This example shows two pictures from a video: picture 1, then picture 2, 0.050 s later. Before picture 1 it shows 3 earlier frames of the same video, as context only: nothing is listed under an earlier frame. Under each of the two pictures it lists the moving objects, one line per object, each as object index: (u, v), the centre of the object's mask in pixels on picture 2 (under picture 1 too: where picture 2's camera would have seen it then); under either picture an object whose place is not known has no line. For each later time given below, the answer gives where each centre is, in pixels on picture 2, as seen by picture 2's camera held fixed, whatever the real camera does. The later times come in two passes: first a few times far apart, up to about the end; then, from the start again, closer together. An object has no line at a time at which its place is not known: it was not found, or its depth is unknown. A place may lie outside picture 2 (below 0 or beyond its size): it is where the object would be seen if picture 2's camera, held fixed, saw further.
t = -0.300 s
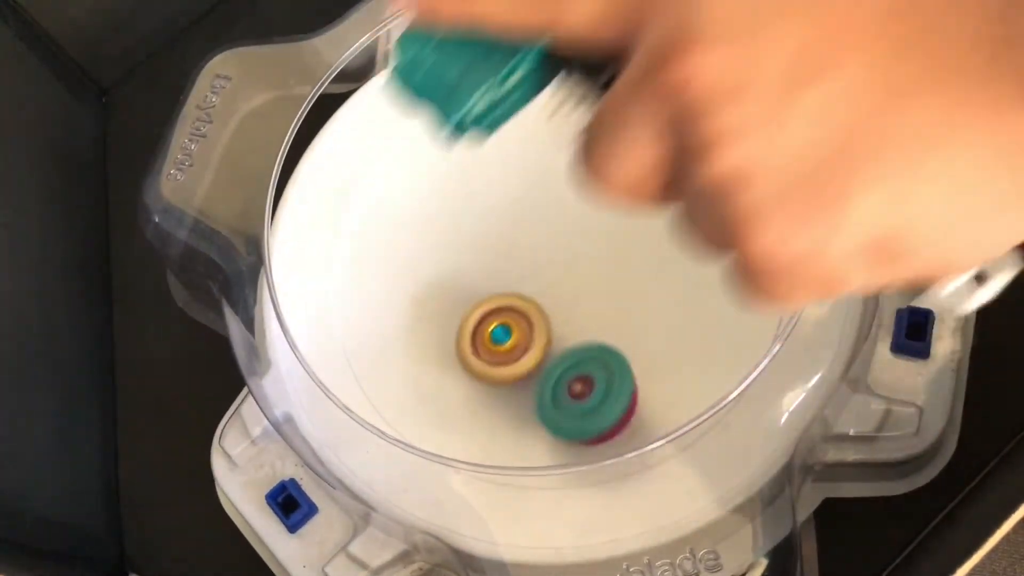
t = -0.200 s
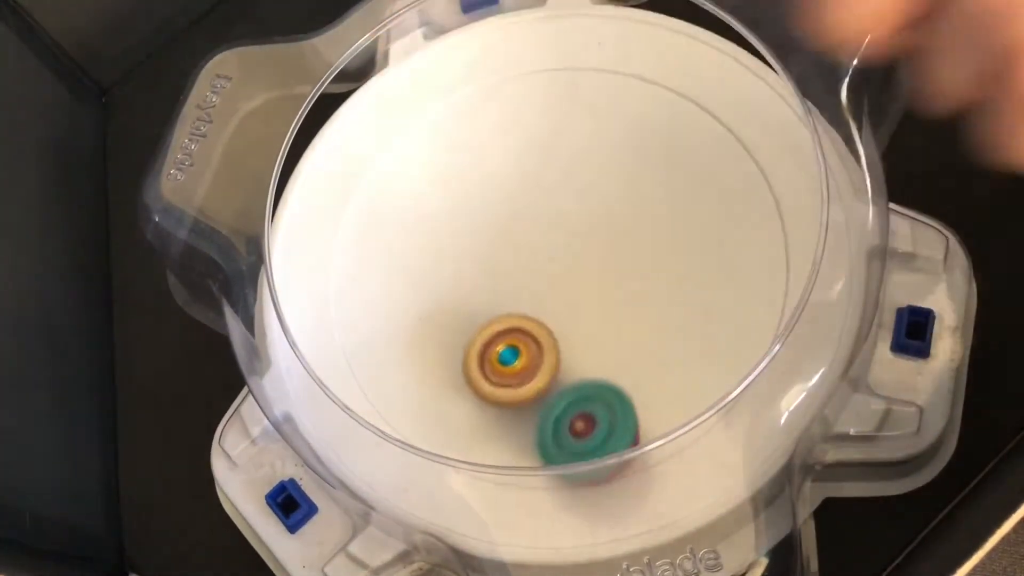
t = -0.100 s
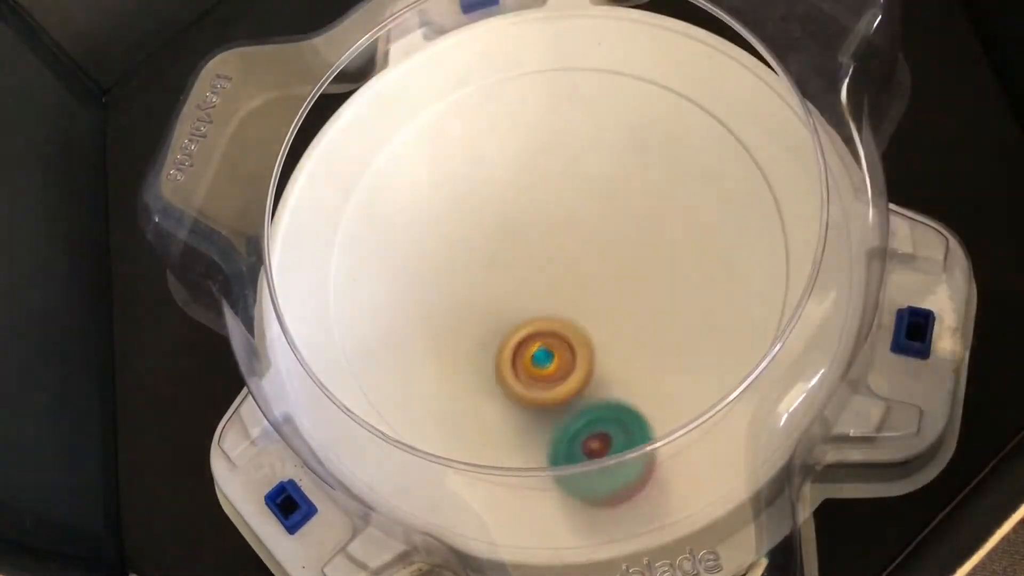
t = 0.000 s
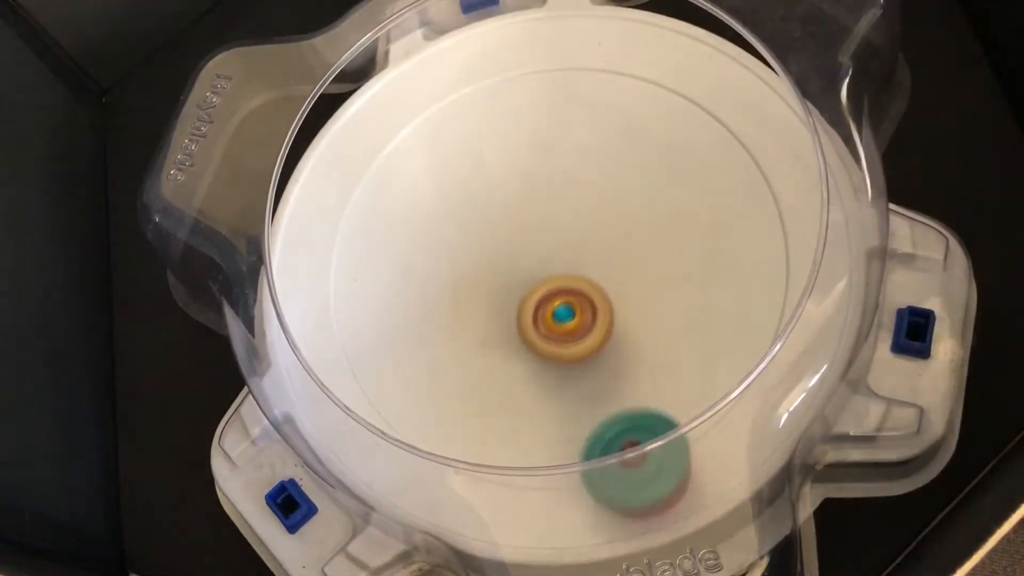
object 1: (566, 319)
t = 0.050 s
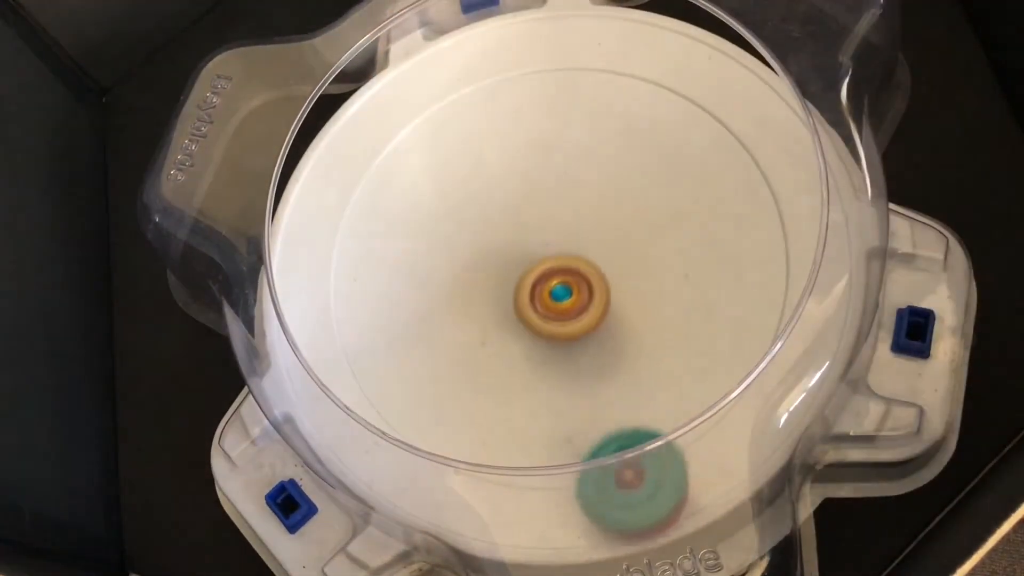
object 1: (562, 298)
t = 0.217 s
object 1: (502, 248)
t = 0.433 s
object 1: (426, 273)
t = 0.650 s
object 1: (485, 319)
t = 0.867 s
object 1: (551, 239)
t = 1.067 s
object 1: (517, 171)
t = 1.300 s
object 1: (461, 212)
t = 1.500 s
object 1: (531, 267)
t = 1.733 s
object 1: (629, 223)
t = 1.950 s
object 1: (602, 161)
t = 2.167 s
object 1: (530, 215)
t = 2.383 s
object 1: (549, 307)
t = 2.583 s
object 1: (622, 324)
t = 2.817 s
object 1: (620, 501)
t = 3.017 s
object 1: (552, 484)
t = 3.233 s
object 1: (498, 375)
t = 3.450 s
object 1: (394, 293)
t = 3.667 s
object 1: (360, 244)
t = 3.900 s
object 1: (399, 204)
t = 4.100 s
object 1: (476, 177)
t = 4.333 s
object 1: (567, 153)
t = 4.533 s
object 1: (626, 147)
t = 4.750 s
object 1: (660, 177)
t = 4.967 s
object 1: (662, 247)
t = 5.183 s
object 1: (643, 321)
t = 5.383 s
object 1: (602, 368)
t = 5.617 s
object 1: (525, 375)
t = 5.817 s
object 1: (457, 355)
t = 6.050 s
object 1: (397, 304)
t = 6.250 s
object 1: (393, 239)
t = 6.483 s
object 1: (434, 166)
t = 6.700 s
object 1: (509, 129)
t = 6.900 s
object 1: (587, 139)
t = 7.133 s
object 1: (662, 188)
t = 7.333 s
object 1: (688, 258)
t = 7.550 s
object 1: (659, 334)
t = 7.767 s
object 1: (583, 376)
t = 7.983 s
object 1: (490, 366)
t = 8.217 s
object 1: (425, 308)
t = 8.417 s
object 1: (415, 240)
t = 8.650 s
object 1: (454, 174)
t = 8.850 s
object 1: (521, 147)
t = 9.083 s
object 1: (586, 152)
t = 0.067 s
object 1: (559, 291)
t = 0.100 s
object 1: (551, 279)
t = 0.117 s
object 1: (547, 273)
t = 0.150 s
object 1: (535, 262)
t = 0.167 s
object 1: (528, 258)
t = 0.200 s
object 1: (510, 250)
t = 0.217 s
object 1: (502, 248)
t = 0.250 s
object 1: (487, 245)
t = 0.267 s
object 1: (480, 245)
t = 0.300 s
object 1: (465, 247)
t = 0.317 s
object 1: (459, 249)
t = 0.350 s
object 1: (446, 253)
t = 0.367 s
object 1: (440, 256)
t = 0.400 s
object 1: (431, 264)
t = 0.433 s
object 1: (426, 273)
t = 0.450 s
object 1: (424, 280)
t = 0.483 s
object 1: (425, 292)
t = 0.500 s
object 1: (427, 298)
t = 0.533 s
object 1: (435, 307)
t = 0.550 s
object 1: (440, 312)
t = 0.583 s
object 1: (453, 317)
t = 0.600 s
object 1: (461, 319)
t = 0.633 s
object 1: (477, 319)
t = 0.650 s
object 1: (485, 319)
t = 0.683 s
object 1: (502, 313)
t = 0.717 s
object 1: (516, 305)
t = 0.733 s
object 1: (522, 300)
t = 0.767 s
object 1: (533, 288)
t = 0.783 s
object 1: (537, 282)
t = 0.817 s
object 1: (544, 267)
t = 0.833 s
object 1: (546, 258)
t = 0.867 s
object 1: (551, 239)
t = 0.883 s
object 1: (551, 230)
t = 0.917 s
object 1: (551, 214)
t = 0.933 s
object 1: (549, 207)
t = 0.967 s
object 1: (544, 195)
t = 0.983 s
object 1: (540, 190)
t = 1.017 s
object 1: (532, 180)
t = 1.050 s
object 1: (523, 173)
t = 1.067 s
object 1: (517, 171)
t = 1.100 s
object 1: (506, 167)
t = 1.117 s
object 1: (500, 167)
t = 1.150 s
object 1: (488, 169)
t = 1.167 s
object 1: (482, 172)
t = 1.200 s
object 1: (473, 178)
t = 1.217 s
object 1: (469, 182)
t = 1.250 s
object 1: (463, 193)
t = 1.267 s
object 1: (461, 199)
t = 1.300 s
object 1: (461, 212)
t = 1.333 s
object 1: (464, 225)
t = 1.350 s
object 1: (467, 231)
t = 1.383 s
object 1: (477, 244)
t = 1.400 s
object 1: (483, 250)
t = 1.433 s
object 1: (497, 258)
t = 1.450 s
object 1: (505, 262)
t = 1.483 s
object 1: (522, 266)
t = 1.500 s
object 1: (531, 267)
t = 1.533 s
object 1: (548, 267)
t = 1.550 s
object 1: (557, 266)
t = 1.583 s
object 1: (574, 263)
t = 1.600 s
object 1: (582, 260)
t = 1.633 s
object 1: (596, 254)
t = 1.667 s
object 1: (609, 245)
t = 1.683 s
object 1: (615, 240)
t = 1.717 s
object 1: (625, 229)
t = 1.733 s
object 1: (629, 223)
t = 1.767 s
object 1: (634, 211)
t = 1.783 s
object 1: (635, 205)
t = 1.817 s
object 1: (634, 193)
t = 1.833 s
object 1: (633, 187)
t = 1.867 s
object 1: (628, 177)
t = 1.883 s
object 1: (624, 172)
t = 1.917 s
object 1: (614, 165)
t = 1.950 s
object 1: (602, 161)
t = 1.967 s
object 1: (595, 160)
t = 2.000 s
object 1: (581, 163)
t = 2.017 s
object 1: (573, 165)
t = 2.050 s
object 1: (560, 172)
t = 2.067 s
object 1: (554, 177)
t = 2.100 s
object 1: (544, 188)
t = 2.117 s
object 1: (539, 194)
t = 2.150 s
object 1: (532, 208)
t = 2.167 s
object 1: (530, 215)
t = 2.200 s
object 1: (526, 231)
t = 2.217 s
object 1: (525, 239)
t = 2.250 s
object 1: (526, 254)
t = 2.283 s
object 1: (528, 269)
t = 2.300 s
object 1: (530, 276)
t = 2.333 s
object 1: (536, 290)
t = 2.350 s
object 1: (540, 296)
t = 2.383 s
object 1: (549, 307)
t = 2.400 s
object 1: (554, 311)
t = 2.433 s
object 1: (565, 319)
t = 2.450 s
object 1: (571, 323)
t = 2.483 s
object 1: (583, 327)
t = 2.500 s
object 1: (590, 329)
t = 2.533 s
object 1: (603, 329)
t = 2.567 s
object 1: (616, 326)
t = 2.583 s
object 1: (622, 324)
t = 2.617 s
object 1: (633, 317)
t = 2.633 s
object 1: (638, 313)
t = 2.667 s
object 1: (643, 315)
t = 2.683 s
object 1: (648, 348)
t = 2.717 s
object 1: (646, 394)
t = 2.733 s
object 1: (640, 413)
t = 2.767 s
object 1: (636, 453)
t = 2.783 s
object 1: (631, 467)
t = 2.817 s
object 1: (620, 501)
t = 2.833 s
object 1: (616, 505)
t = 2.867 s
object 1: (604, 516)
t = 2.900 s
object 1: (593, 516)
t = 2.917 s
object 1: (587, 515)
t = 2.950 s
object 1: (575, 509)
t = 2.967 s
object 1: (568, 507)
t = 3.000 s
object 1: (558, 490)
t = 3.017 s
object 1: (552, 484)
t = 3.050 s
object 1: (541, 469)
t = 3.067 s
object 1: (536, 462)
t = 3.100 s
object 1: (528, 448)
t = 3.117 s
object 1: (525, 435)
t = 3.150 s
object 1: (514, 425)
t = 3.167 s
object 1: (511, 416)
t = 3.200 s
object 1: (505, 395)
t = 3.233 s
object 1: (498, 375)
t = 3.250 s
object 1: (495, 364)
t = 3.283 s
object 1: (485, 344)
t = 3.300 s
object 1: (473, 340)
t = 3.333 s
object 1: (454, 329)
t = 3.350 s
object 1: (443, 322)
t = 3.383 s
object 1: (424, 313)
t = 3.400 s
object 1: (416, 307)
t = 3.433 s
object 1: (400, 296)
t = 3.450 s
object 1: (394, 293)
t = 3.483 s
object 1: (382, 283)
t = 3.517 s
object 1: (373, 274)
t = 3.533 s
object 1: (370, 270)
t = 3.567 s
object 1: (365, 264)
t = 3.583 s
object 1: (363, 260)
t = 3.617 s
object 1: (361, 252)
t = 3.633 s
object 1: (360, 250)
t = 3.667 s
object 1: (360, 244)
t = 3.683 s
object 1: (361, 241)
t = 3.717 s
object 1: (363, 235)
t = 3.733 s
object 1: (364, 232)
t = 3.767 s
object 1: (368, 227)
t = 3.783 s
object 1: (372, 224)
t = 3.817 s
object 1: (377, 218)
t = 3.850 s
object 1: (385, 212)
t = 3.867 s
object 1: (389, 209)
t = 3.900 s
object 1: (399, 204)
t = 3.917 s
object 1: (405, 201)
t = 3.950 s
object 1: (416, 197)
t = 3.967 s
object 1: (422, 194)
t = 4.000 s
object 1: (435, 190)
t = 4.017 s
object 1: (441, 188)
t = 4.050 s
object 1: (455, 184)
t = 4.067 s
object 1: (462, 181)
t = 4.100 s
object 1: (476, 177)
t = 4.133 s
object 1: (489, 173)
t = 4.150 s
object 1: (496, 172)
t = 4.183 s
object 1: (510, 167)
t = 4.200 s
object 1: (517, 165)
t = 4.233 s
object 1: (530, 162)
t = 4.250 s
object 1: (536, 160)
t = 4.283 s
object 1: (549, 157)
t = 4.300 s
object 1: (556, 155)
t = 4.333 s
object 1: (567, 153)
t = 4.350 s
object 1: (573, 152)
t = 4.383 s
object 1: (584, 151)
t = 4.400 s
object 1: (589, 150)
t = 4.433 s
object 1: (599, 148)
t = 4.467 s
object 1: (609, 147)
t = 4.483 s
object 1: (613, 147)
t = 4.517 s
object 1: (622, 148)
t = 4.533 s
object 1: (626, 147)
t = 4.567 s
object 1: (633, 149)
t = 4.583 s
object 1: (637, 151)
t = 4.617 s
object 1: (643, 154)
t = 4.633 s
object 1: (646, 156)
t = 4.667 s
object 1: (650, 161)
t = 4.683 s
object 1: (653, 164)
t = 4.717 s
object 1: (656, 170)
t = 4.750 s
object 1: (660, 177)
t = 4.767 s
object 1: (661, 182)
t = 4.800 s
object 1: (663, 191)
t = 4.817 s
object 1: (663, 196)
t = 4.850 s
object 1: (665, 206)
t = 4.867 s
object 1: (664, 212)
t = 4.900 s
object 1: (665, 223)
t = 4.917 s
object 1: (664, 229)
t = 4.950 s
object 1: (663, 241)
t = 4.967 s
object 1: (662, 247)
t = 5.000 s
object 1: (659, 260)
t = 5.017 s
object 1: (659, 265)
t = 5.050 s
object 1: (656, 278)
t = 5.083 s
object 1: (653, 289)
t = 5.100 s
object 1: (652, 294)
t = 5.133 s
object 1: (649, 306)
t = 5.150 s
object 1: (647, 311)
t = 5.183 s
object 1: (643, 321)
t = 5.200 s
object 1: (641, 326)
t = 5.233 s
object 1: (635, 336)
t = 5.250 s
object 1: (633, 340)
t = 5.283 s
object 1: (626, 349)
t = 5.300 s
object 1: (623, 353)
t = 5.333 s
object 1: (615, 359)
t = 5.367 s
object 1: (607, 364)
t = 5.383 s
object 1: (602, 368)
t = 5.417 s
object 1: (593, 371)
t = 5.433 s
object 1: (588, 373)
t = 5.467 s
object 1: (577, 376)
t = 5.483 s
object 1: (572, 376)
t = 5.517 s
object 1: (560, 377)
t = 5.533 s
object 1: (555, 377)
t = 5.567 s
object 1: (543, 377)
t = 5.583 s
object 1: (538, 377)
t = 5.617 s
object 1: (525, 375)
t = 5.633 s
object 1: (520, 374)
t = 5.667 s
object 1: (508, 372)
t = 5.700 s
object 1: (496, 369)
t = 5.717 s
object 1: (491, 368)
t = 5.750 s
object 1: (478, 364)
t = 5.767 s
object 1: (474, 362)
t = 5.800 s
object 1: (462, 357)
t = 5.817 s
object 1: (457, 355)
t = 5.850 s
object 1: (446, 351)
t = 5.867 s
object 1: (441, 346)
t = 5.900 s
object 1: (431, 341)
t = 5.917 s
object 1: (426, 337)
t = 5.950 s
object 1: (418, 330)
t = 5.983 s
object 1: (410, 322)
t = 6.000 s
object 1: (407, 317)
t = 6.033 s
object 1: (401, 309)
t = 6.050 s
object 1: (397, 304)
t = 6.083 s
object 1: (394, 294)
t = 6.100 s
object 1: (391, 289)
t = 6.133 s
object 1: (389, 277)
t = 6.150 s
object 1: (389, 273)
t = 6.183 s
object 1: (389, 261)
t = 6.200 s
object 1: (390, 255)
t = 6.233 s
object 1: (391, 245)
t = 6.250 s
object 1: (393, 239)
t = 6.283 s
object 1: (396, 227)
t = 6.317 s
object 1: (400, 216)
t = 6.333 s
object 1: (403, 211)
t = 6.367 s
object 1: (408, 200)
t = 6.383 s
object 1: (411, 194)
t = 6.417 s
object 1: (418, 185)
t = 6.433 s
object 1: (421, 180)
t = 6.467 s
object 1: (430, 170)
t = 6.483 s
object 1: (434, 166)
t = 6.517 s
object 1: (443, 158)
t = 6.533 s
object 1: (449, 154)
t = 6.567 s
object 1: (459, 147)
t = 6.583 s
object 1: (465, 143)
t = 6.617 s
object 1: (476, 138)
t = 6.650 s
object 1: (489, 133)
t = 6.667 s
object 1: (495, 131)
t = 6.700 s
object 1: (509, 129)
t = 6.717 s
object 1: (515, 128)
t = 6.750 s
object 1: (528, 127)
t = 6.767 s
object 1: (534, 127)
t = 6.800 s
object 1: (547, 128)
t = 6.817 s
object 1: (554, 130)
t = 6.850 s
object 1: (567, 132)
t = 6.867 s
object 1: (574, 134)
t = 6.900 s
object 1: (587, 139)
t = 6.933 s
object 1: (599, 144)
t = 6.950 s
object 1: (605, 146)
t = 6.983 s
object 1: (617, 152)
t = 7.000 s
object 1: (622, 155)
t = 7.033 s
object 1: (634, 162)
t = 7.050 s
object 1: (639, 166)
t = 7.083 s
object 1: (648, 173)
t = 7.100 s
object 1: (654, 178)
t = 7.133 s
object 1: (662, 188)
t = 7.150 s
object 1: (665, 193)
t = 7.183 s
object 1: (672, 204)
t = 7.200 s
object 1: (675, 209)
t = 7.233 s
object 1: (681, 221)
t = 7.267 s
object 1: (684, 233)
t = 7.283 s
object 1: (685, 239)
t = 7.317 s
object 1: (688, 251)
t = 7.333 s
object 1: (688, 258)
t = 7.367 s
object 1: (687, 271)
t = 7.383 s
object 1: (687, 277)
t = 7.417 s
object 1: (684, 289)
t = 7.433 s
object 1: (682, 295)
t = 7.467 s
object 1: (677, 307)
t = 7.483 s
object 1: (673, 313)
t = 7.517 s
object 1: (667, 324)
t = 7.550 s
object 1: (659, 334)
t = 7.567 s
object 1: (654, 340)
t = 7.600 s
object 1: (645, 349)
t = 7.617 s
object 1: (641, 353)
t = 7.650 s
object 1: (629, 360)
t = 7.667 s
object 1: (624, 363)
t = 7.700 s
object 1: (610, 369)
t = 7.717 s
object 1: (603, 371)
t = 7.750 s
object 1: (590, 374)
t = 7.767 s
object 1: (583, 376)
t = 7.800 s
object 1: (568, 376)
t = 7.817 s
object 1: (562, 377)
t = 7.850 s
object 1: (547, 378)
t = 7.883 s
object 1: (532, 377)
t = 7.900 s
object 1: (525, 375)
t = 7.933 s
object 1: (512, 372)
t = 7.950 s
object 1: (503, 370)
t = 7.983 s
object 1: (490, 366)
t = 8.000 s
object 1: (484, 364)
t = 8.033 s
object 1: (473, 358)
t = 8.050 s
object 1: (467, 354)
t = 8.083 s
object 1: (457, 347)
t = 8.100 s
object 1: (451, 342)
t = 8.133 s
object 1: (442, 333)
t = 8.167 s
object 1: (434, 323)
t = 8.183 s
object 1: (430, 319)
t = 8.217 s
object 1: (425, 308)
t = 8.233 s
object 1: (423, 302)
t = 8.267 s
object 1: (419, 291)
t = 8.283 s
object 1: (416, 286)
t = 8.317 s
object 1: (414, 273)
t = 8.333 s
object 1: (414, 268)
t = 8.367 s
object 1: (413, 257)
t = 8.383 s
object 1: (414, 251)
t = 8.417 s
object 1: (415, 240)
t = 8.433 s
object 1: (416, 235)
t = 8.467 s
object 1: (419, 223)
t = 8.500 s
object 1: (423, 213)
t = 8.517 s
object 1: (425, 208)
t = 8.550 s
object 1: (431, 199)
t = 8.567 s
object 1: (434, 193)
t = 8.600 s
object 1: (442, 185)
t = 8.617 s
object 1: (446, 181)
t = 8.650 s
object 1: (454, 174)
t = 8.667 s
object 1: (460, 171)
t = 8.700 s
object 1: (470, 164)
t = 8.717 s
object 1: (474, 161)
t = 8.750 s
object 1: (485, 156)
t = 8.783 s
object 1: (497, 152)
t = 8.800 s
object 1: (502, 151)
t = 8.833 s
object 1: (514, 148)
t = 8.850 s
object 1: (521, 147)
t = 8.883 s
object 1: (534, 147)
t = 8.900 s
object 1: (539, 147)
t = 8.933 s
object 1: (551, 147)
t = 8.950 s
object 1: (554, 145)
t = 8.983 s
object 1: (559, 142)
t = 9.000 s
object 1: (563, 142)
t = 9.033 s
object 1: (571, 144)
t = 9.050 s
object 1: (576, 147)
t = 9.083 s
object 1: (586, 152)
